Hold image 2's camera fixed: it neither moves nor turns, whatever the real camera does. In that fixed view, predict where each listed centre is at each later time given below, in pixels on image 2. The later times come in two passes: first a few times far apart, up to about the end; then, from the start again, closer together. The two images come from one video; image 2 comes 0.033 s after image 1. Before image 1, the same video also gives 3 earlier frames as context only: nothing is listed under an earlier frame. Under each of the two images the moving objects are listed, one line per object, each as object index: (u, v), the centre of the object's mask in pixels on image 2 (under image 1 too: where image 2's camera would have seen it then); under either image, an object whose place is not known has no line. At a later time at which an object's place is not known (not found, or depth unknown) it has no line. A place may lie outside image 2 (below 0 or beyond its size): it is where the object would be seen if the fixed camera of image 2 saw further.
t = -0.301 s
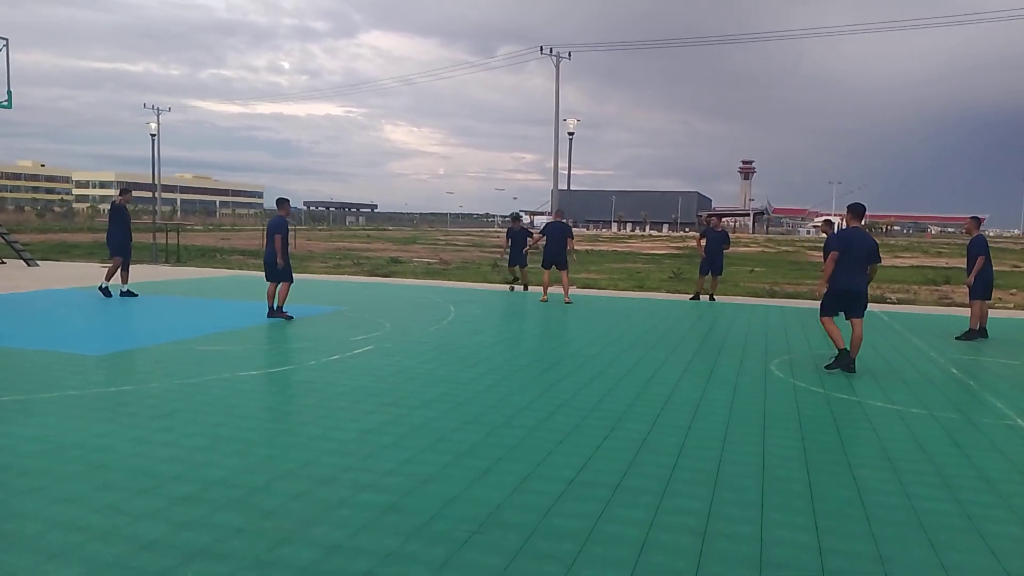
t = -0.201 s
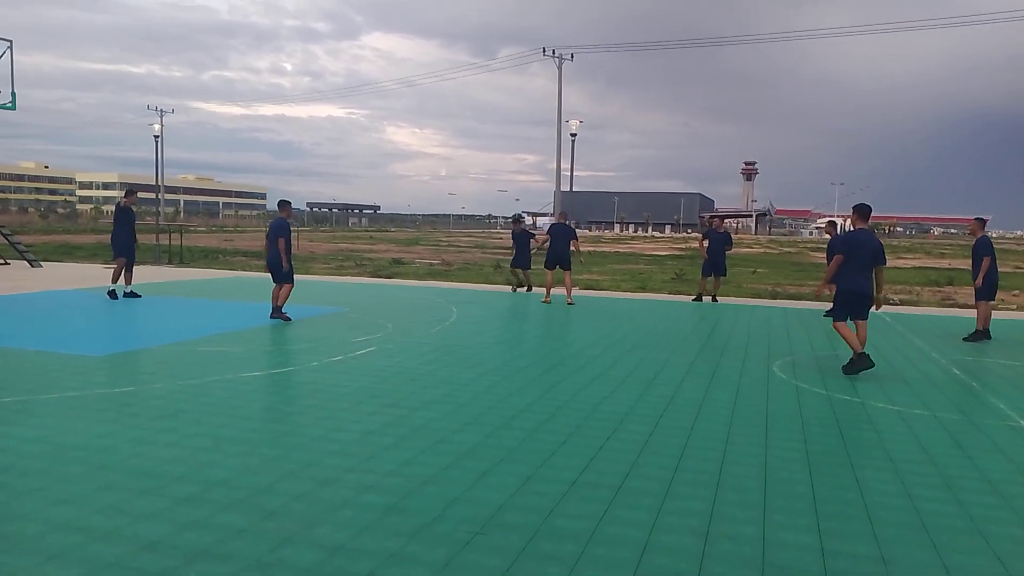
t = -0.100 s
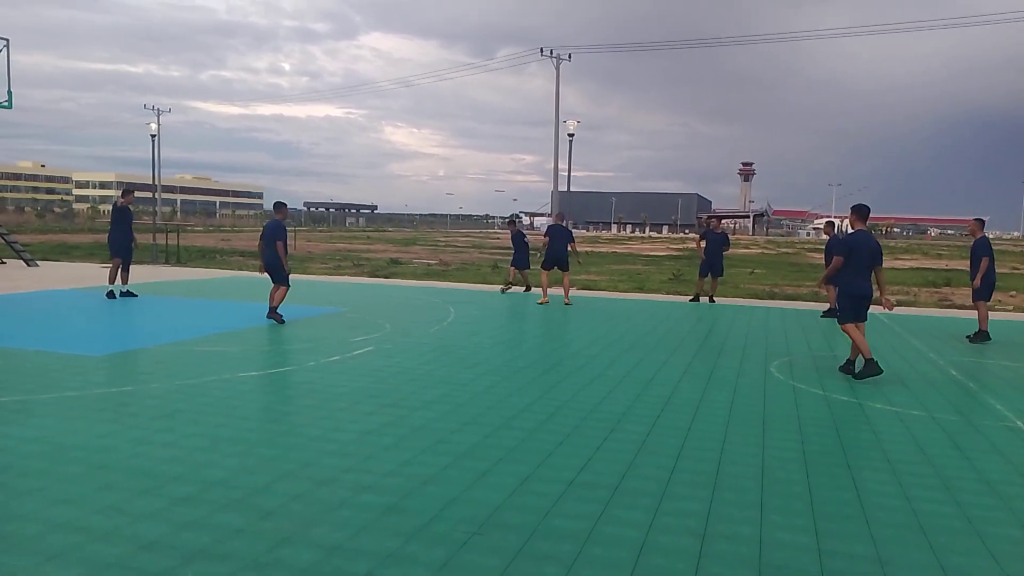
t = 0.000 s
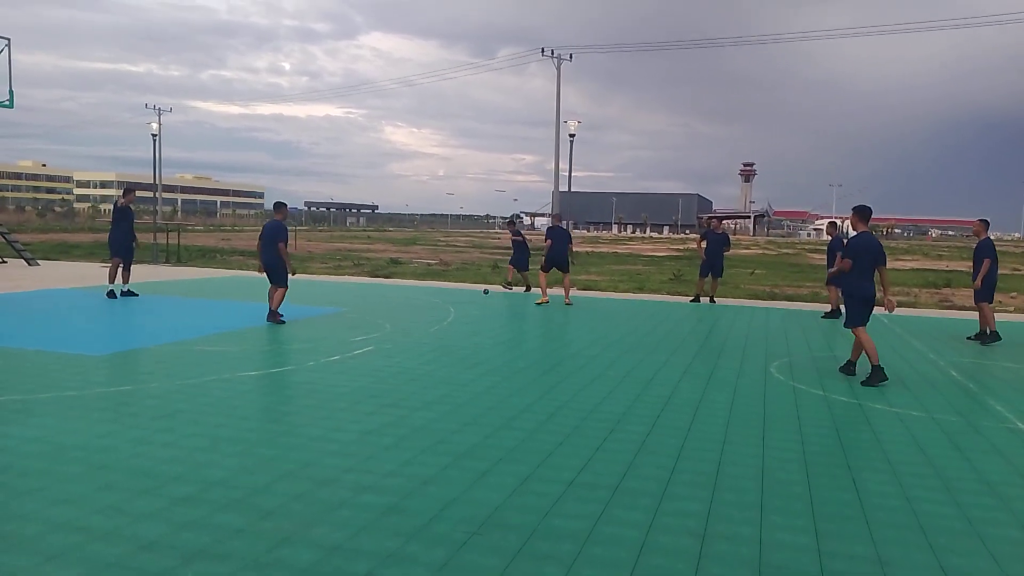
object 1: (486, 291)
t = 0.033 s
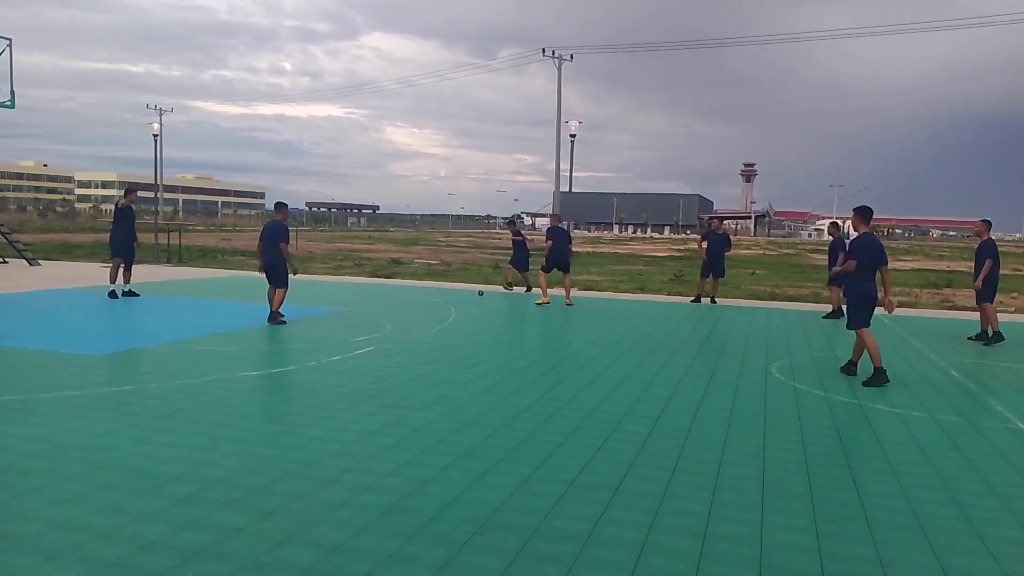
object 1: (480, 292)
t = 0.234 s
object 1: (434, 298)
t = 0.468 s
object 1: (384, 306)
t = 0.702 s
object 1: (327, 315)
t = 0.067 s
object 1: (467, 295)
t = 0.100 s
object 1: (460, 295)
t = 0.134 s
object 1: (454, 295)
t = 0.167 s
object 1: (448, 296)
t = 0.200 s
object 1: (441, 297)
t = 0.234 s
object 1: (434, 298)
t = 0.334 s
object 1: (414, 300)
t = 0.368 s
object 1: (406, 303)
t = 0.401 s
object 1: (399, 304)
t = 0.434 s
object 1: (391, 304)
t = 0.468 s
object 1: (384, 306)
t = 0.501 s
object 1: (376, 306)
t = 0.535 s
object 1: (367, 307)
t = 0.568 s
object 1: (360, 309)
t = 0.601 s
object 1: (352, 311)
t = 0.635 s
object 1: (344, 311)
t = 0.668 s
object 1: (336, 314)
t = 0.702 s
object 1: (327, 315)
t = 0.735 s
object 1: (318, 317)
